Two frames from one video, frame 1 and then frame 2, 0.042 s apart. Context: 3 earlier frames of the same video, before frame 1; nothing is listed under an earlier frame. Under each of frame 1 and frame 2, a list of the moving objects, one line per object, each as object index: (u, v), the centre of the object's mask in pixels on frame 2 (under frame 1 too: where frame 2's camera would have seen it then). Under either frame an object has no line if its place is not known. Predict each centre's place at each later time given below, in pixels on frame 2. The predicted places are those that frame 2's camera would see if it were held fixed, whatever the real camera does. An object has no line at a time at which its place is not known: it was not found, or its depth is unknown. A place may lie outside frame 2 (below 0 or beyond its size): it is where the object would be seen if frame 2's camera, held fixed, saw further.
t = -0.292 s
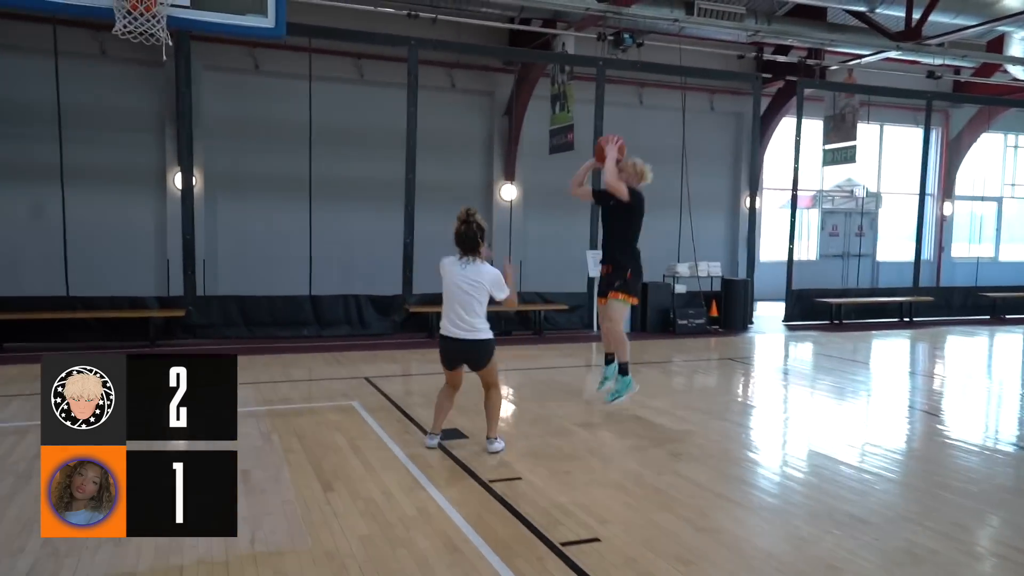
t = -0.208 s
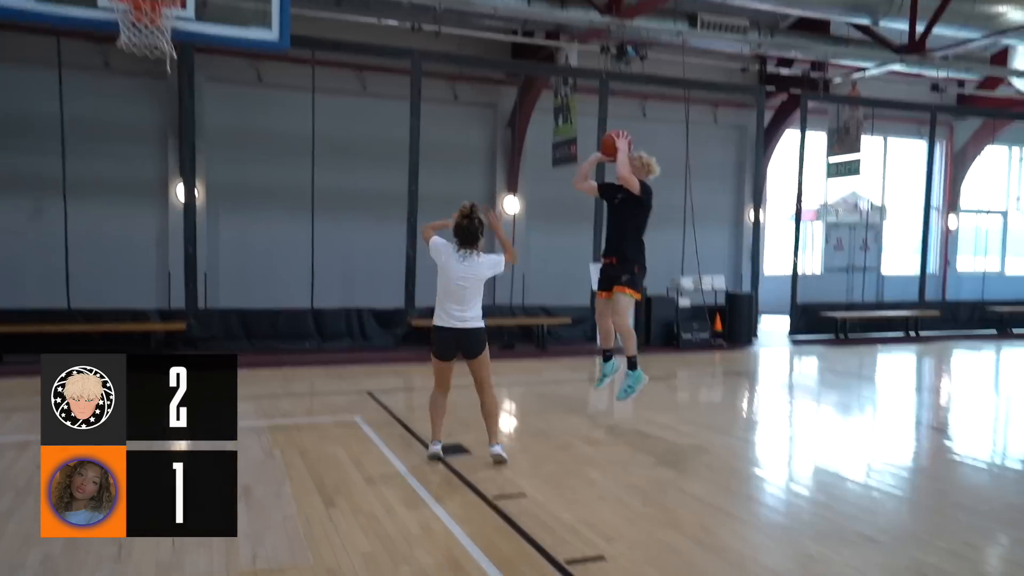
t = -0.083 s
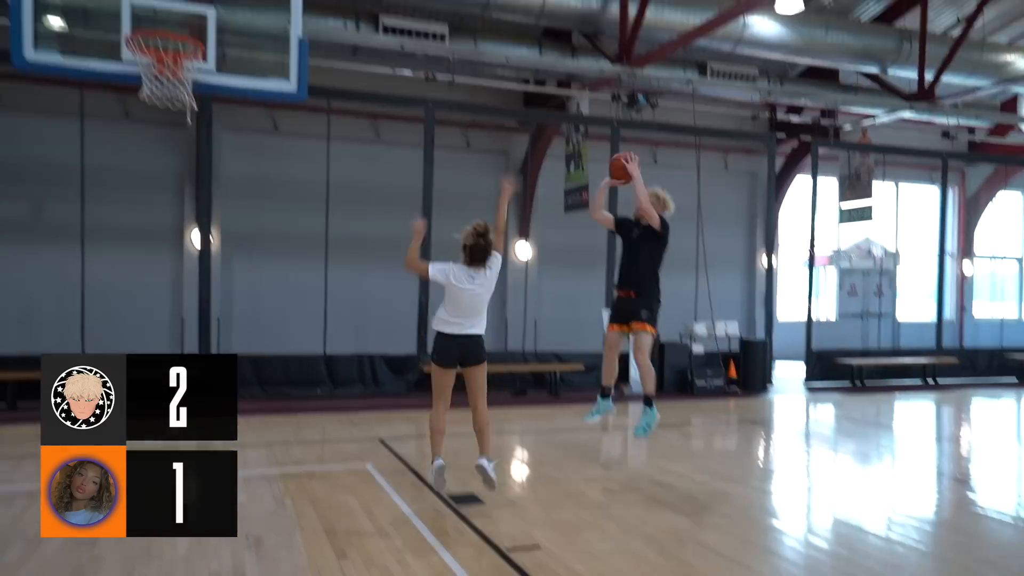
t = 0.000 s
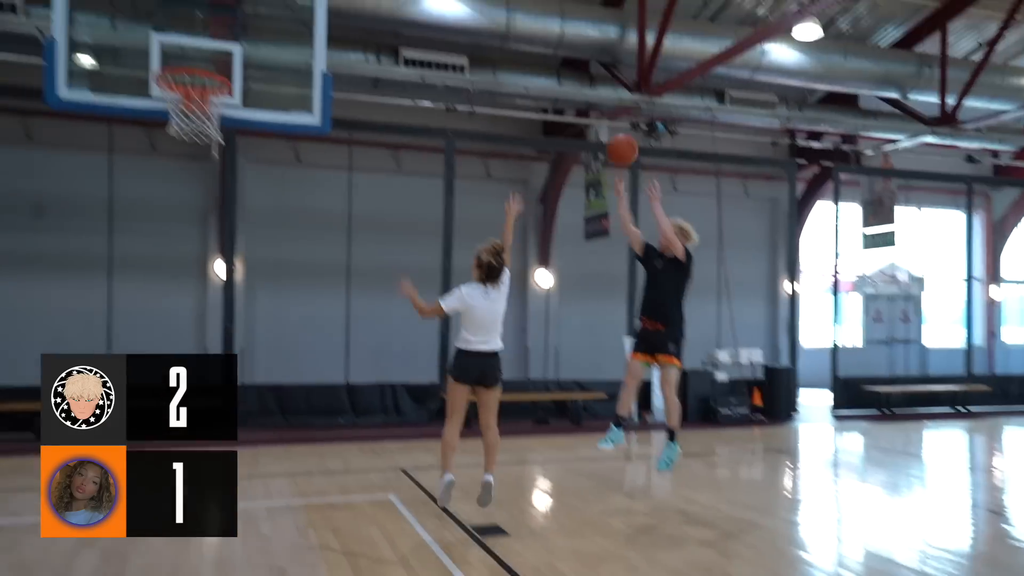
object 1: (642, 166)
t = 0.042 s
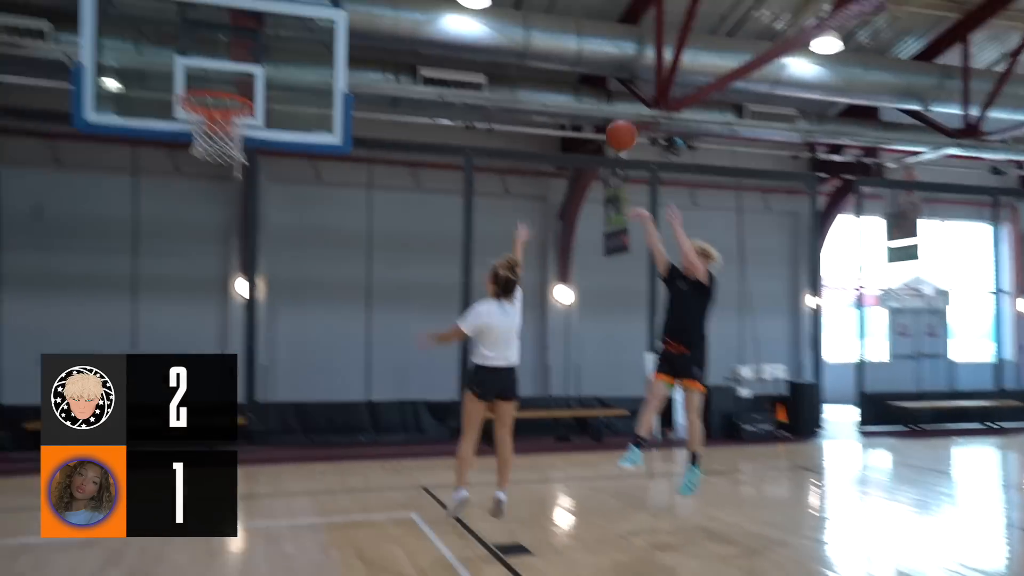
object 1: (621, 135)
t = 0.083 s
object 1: (607, 118)
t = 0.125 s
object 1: (587, 92)
